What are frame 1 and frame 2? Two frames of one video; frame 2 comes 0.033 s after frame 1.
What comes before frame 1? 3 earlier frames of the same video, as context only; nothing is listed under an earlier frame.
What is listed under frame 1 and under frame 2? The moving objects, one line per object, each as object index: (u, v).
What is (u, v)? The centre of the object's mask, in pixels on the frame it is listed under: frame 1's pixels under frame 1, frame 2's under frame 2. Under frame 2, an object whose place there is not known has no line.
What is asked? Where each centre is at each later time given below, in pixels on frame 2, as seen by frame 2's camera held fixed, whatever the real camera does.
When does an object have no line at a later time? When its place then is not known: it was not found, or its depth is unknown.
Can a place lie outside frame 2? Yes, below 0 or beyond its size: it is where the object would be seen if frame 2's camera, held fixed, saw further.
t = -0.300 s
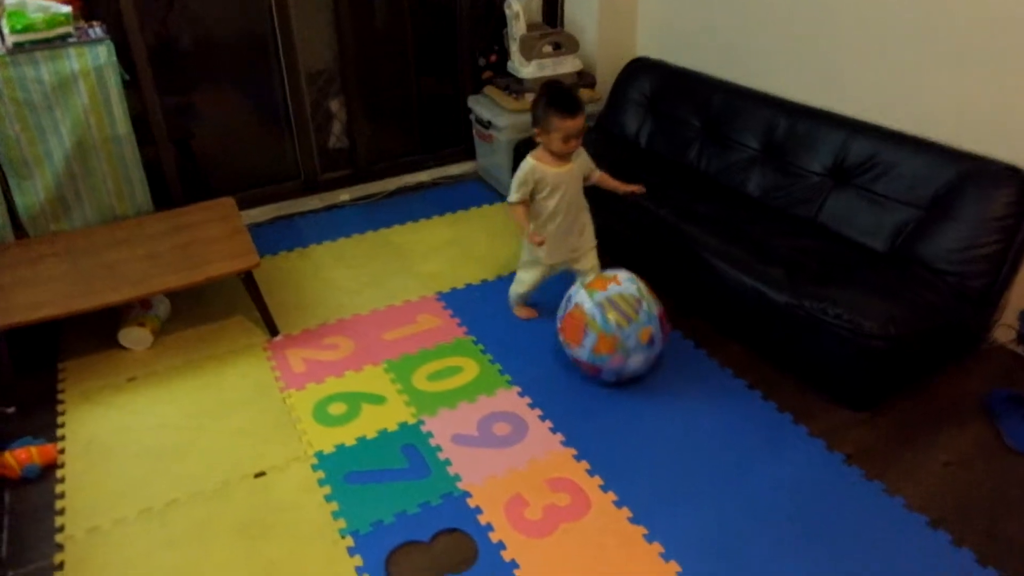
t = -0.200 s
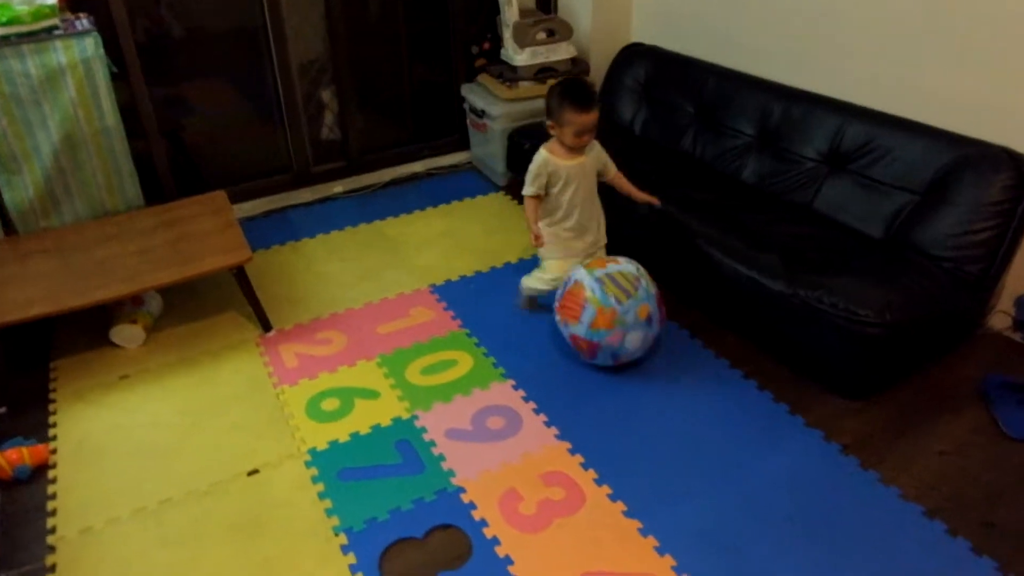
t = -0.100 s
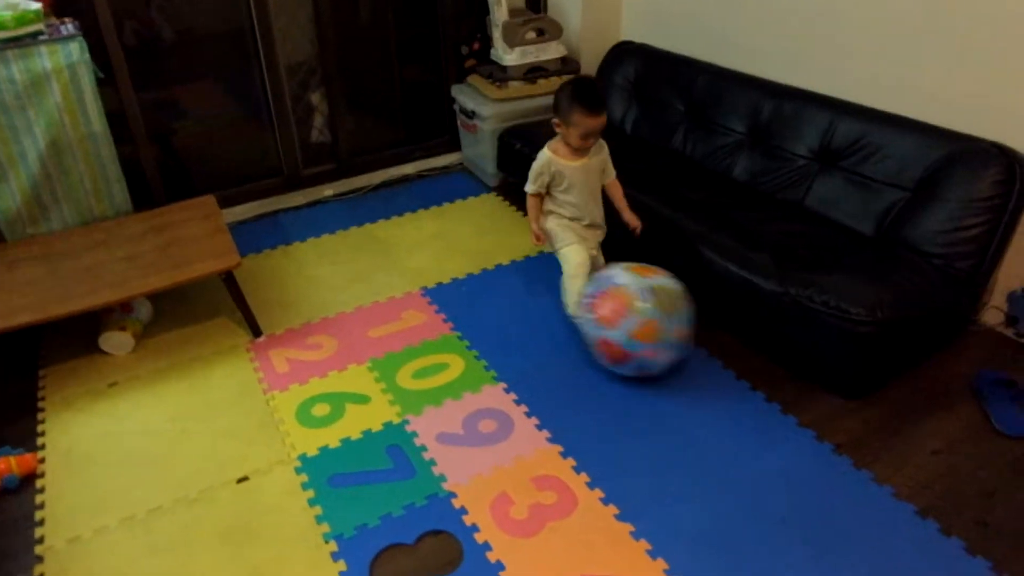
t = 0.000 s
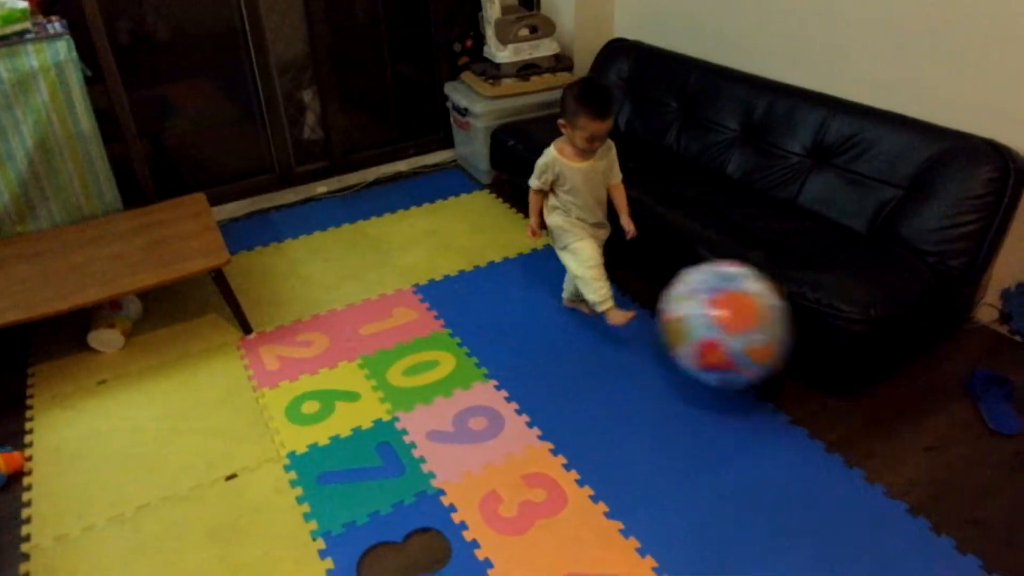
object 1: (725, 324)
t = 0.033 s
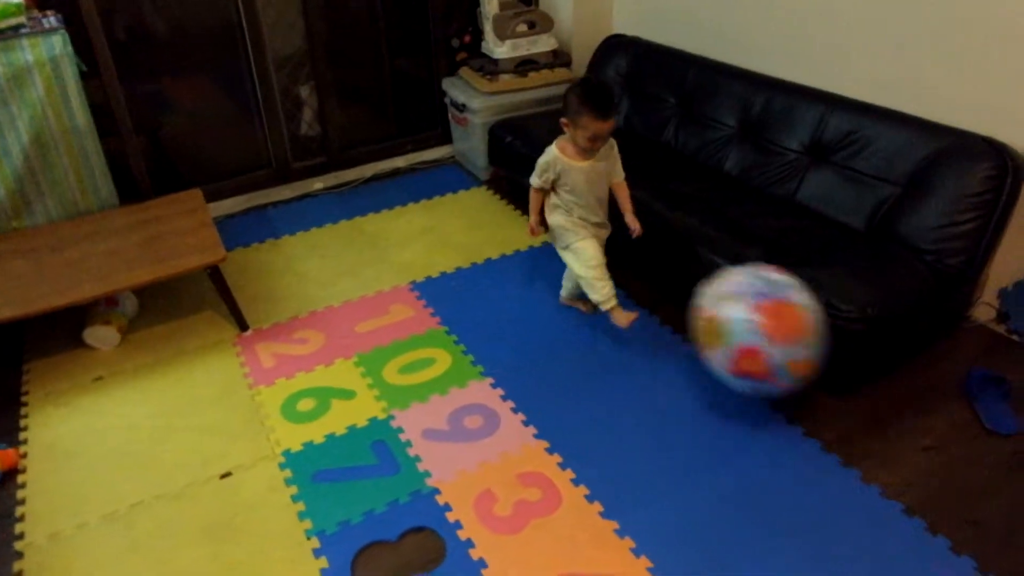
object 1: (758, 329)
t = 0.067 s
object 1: (788, 340)
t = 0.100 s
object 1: (802, 353)
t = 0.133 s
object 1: (819, 369)
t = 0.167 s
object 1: (834, 387)
